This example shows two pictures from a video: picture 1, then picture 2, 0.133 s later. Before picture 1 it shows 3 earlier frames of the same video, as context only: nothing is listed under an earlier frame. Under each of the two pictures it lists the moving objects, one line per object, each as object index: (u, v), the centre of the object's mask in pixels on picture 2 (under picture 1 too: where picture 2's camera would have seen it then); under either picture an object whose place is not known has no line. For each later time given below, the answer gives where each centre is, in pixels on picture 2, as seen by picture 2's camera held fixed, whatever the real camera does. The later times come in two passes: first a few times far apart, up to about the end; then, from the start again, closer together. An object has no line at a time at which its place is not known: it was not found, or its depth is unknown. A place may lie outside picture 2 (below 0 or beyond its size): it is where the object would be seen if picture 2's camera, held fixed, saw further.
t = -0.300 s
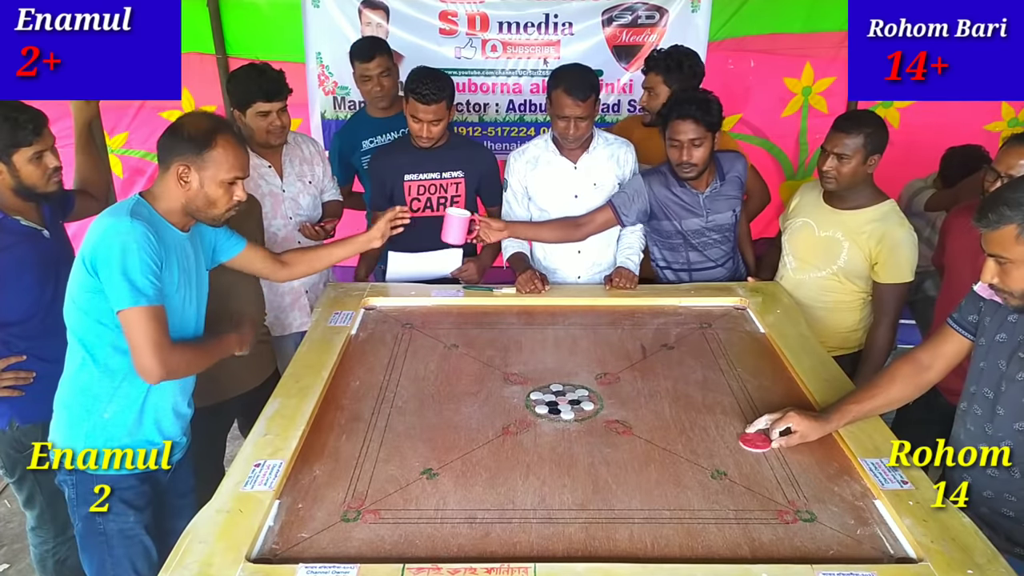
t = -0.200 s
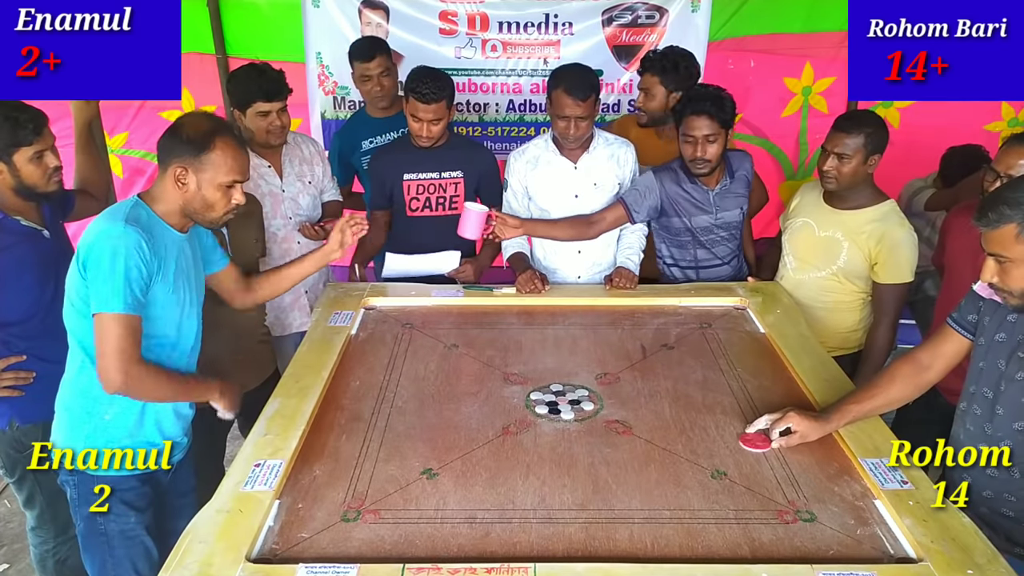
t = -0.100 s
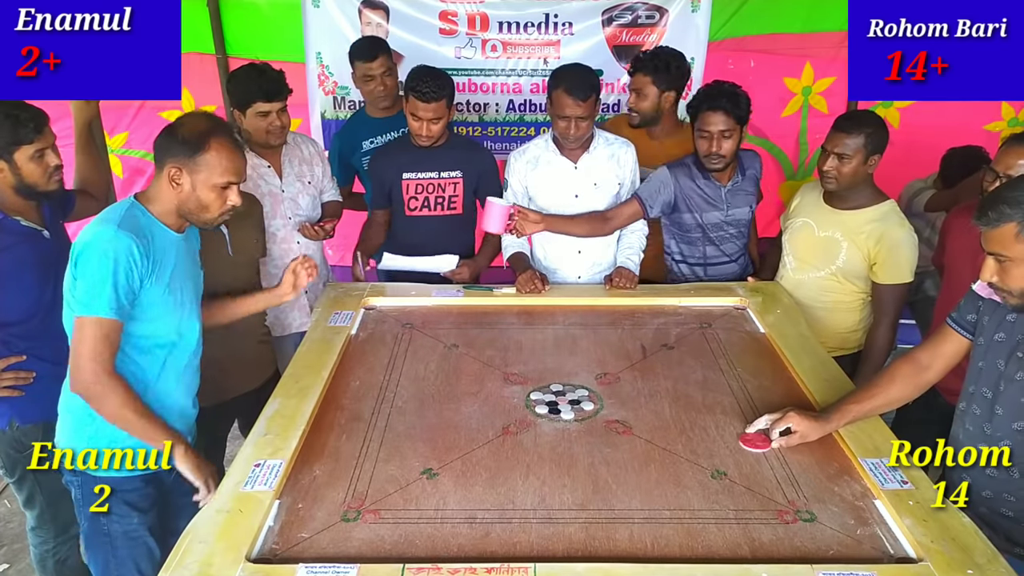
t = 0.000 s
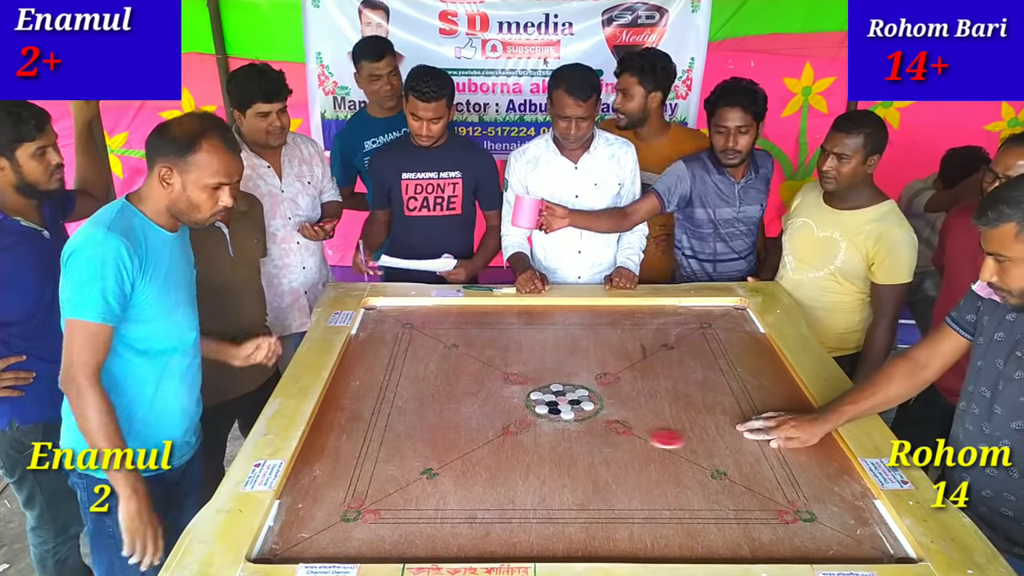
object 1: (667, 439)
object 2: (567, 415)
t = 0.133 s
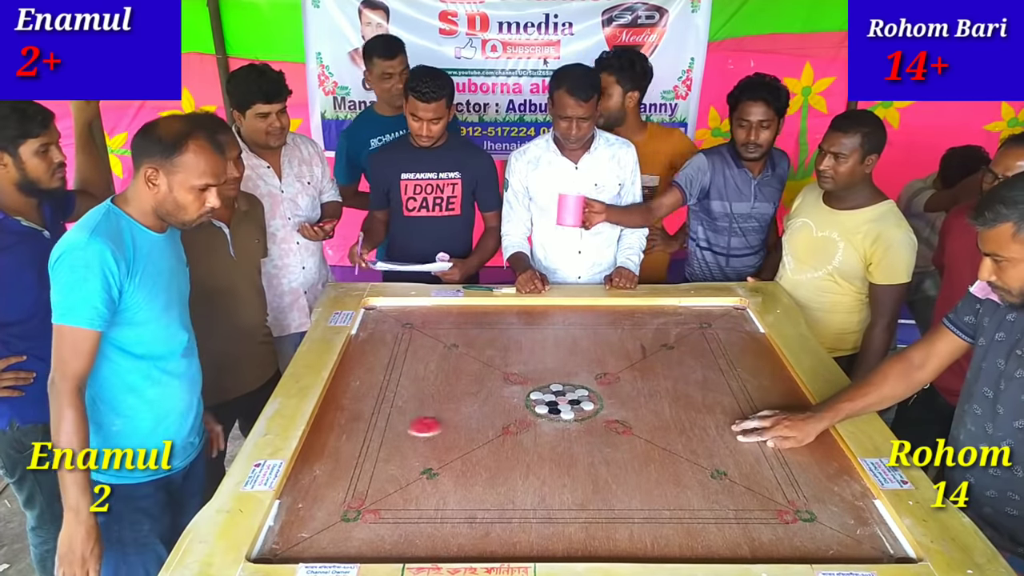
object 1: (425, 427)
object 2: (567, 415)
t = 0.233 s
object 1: (379, 419)
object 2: (567, 415)
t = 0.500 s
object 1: (573, 432)
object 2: (659, 440)
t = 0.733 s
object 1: (633, 453)
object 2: (799, 478)
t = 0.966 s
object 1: (655, 460)
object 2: (851, 506)
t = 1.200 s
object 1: (655, 460)
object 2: (826, 518)
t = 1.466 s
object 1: (656, 460)
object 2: (822, 519)
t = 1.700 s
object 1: (655, 460)
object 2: (822, 519)
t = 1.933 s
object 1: (655, 460)
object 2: (822, 519)
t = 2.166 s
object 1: (655, 460)
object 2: (822, 519)
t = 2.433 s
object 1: (655, 460)
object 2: (822, 519)
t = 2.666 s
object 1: (656, 460)
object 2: (822, 519)
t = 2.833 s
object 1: (655, 460)
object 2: (822, 519)
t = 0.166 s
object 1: (366, 423)
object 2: (567, 415)
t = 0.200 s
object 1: (338, 421)
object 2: (567, 415)
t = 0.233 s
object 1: (379, 419)
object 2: (567, 415)
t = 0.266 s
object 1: (419, 418)
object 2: (567, 415)
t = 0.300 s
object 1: (458, 416)
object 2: (567, 415)
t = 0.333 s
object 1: (497, 414)
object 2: (567, 415)
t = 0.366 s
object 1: (527, 415)
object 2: (574, 417)
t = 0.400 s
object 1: (540, 419)
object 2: (596, 422)
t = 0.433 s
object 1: (551, 424)
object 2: (617, 428)
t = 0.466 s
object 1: (562, 428)
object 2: (638, 434)
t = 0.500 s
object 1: (573, 432)
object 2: (659, 440)
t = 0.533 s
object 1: (584, 436)
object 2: (680, 446)
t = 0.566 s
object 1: (594, 439)
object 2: (701, 452)
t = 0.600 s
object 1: (603, 443)
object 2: (721, 457)
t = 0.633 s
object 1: (612, 446)
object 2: (741, 462)
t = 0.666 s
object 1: (620, 448)
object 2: (761, 468)
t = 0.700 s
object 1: (627, 451)
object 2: (780, 473)
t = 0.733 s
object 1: (633, 453)
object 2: (799, 478)
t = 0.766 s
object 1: (639, 455)
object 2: (817, 483)
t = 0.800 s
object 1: (644, 457)
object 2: (835, 488)
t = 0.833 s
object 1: (647, 458)
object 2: (852, 492)
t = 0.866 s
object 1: (651, 459)
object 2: (867, 497)
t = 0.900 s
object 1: (653, 460)
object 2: (861, 500)
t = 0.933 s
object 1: (654, 460)
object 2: (856, 503)
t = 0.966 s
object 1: (655, 460)
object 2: (851, 506)
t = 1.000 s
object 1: (655, 460)
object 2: (846, 509)
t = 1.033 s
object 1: (655, 460)
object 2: (839, 512)
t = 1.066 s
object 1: (655, 460)
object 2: (837, 513)
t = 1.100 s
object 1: (656, 460)
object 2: (834, 515)
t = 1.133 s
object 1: (656, 460)
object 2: (829, 517)
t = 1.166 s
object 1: (655, 460)
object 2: (828, 518)
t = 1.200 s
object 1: (655, 460)
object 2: (826, 518)
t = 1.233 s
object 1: (655, 460)
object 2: (823, 519)
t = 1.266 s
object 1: (655, 460)
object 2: (823, 519)
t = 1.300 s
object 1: (655, 460)
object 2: (822, 519)
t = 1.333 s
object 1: (655, 460)
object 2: (822, 519)
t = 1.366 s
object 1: (655, 460)
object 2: (822, 519)
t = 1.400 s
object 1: (655, 460)
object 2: (822, 519)
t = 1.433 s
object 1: (655, 460)
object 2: (822, 519)
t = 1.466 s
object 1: (656, 460)
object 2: (822, 519)
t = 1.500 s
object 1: (655, 460)
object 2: (822, 519)
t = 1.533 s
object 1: (655, 460)
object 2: (822, 519)
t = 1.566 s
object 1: (655, 460)
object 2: (822, 519)
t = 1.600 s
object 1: (655, 460)
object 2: (822, 519)
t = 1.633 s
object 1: (655, 460)
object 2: (822, 519)
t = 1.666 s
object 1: (656, 460)
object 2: (822, 519)
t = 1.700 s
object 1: (655, 460)
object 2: (822, 519)
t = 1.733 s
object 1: (656, 460)
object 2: (822, 519)
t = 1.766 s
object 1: (655, 460)
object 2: (822, 519)
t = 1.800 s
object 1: (655, 460)
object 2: (822, 519)
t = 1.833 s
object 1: (656, 460)
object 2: (822, 519)
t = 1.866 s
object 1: (655, 460)
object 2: (822, 519)
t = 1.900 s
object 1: (656, 460)
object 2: (822, 519)
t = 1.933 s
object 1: (655, 460)
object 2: (822, 519)
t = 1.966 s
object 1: (655, 460)
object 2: (822, 519)
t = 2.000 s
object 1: (656, 460)
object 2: (822, 519)
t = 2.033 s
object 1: (656, 460)
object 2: (822, 519)
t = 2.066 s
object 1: (655, 460)
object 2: (822, 519)
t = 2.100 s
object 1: (655, 460)
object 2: (822, 519)
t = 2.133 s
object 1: (655, 460)
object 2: (822, 519)
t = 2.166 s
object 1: (655, 460)
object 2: (822, 519)
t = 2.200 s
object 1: (655, 460)
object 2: (822, 519)
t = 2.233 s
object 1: (655, 460)
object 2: (822, 519)
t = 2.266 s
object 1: (655, 460)
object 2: (822, 519)
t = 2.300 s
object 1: (655, 460)
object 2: (822, 519)
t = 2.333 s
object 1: (655, 460)
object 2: (822, 519)
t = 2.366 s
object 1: (656, 460)
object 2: (822, 519)
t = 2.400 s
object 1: (656, 461)
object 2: (823, 520)
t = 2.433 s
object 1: (655, 460)
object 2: (822, 519)
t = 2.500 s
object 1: (656, 460)
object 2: (822, 519)
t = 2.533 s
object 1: (656, 460)
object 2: (822, 519)
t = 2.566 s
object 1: (656, 460)
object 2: (822, 519)
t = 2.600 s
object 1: (656, 460)
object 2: (822, 519)
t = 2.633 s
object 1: (656, 460)
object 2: (822, 519)
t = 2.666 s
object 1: (656, 460)
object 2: (822, 519)
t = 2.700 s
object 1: (656, 460)
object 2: (822, 519)
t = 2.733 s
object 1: (656, 460)
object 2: (822, 519)
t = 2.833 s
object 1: (655, 460)
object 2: (822, 519)
